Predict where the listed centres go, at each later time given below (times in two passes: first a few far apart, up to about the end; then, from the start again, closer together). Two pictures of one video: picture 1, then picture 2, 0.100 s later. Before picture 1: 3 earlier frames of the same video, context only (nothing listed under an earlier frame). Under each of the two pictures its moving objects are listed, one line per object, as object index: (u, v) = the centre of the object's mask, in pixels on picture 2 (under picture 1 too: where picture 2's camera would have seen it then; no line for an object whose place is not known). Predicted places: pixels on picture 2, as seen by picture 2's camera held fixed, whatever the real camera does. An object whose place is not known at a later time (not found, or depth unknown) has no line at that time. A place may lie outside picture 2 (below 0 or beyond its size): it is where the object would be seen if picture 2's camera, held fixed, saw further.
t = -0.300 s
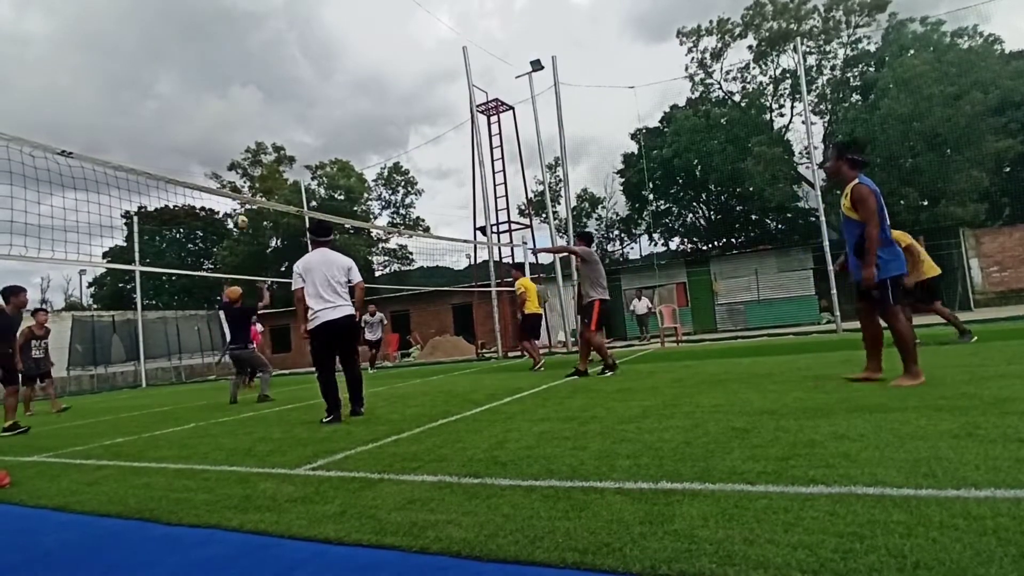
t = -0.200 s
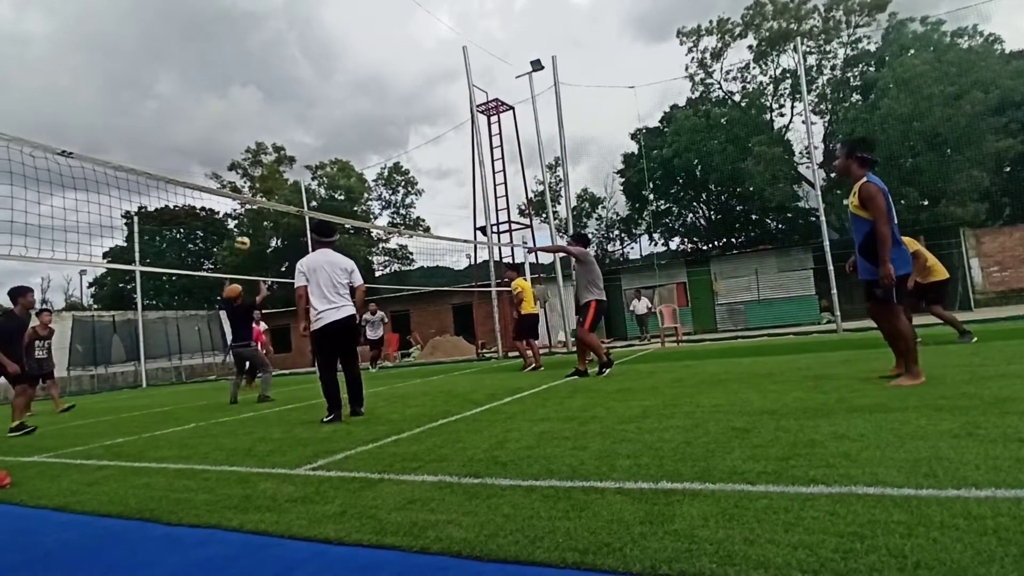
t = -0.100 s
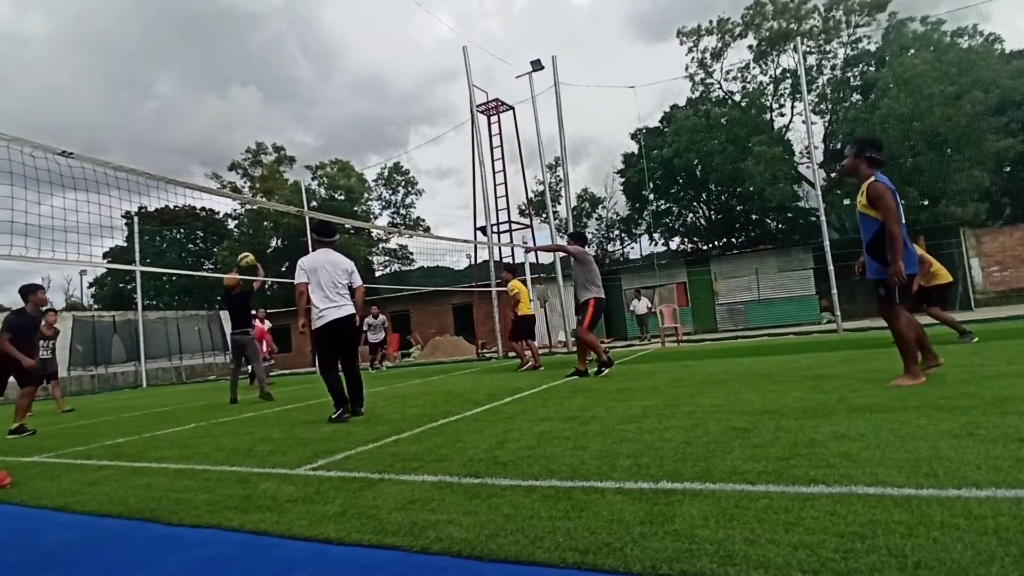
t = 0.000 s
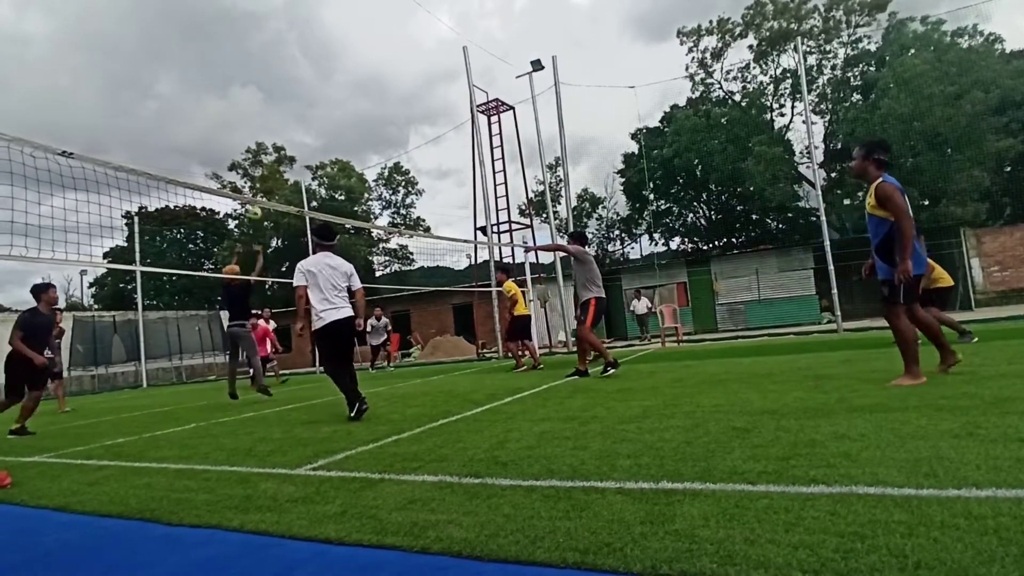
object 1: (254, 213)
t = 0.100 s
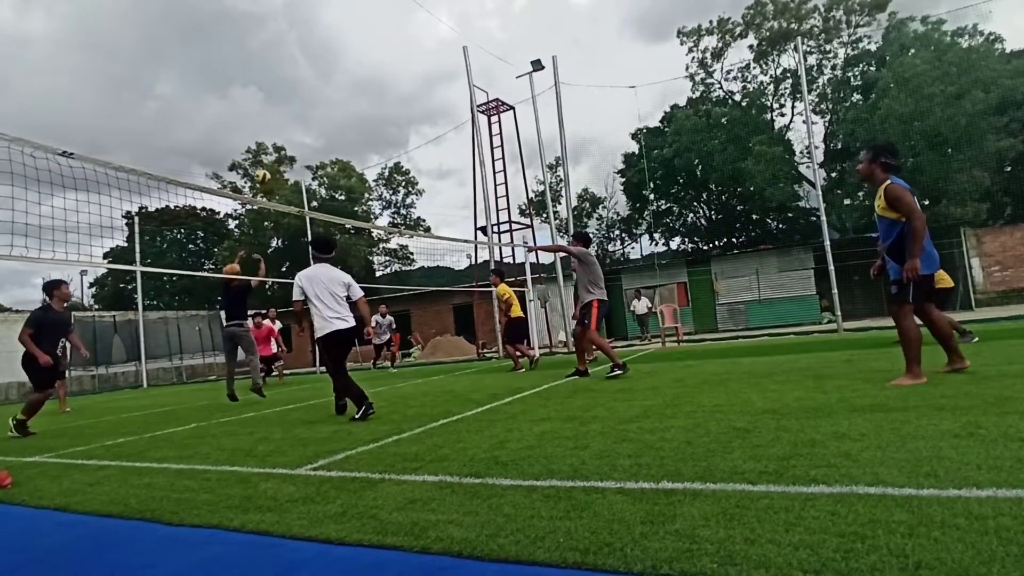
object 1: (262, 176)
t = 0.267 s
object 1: (276, 135)
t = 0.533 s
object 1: (297, 108)
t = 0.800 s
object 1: (320, 125)
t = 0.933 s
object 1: (331, 149)
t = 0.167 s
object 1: (267, 157)
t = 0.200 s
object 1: (271, 149)
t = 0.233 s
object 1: (273, 141)
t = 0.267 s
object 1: (276, 135)
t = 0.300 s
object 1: (279, 128)
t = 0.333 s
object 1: (281, 123)
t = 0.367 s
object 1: (284, 118)
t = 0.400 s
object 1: (287, 115)
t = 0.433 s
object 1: (290, 112)
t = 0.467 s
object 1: (292, 110)
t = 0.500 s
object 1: (295, 109)
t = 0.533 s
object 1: (297, 108)
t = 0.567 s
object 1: (300, 107)
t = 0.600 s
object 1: (303, 108)
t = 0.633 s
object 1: (306, 109)
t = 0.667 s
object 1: (308, 111)
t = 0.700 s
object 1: (311, 114)
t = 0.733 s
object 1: (314, 116)
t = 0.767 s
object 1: (317, 120)
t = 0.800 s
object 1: (320, 125)
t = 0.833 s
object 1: (323, 130)
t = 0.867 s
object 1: (325, 135)
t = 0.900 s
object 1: (328, 142)
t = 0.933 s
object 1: (331, 149)
